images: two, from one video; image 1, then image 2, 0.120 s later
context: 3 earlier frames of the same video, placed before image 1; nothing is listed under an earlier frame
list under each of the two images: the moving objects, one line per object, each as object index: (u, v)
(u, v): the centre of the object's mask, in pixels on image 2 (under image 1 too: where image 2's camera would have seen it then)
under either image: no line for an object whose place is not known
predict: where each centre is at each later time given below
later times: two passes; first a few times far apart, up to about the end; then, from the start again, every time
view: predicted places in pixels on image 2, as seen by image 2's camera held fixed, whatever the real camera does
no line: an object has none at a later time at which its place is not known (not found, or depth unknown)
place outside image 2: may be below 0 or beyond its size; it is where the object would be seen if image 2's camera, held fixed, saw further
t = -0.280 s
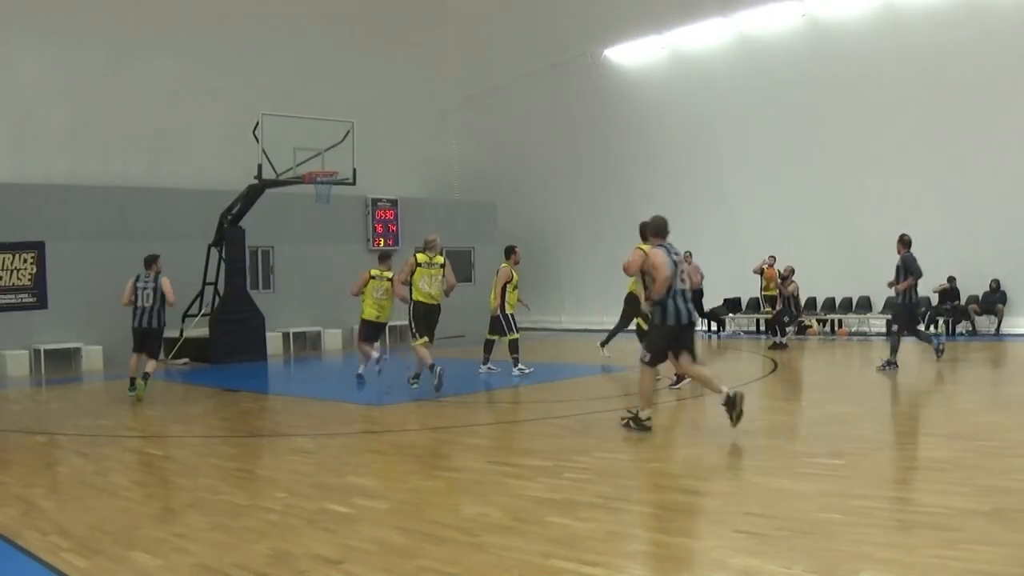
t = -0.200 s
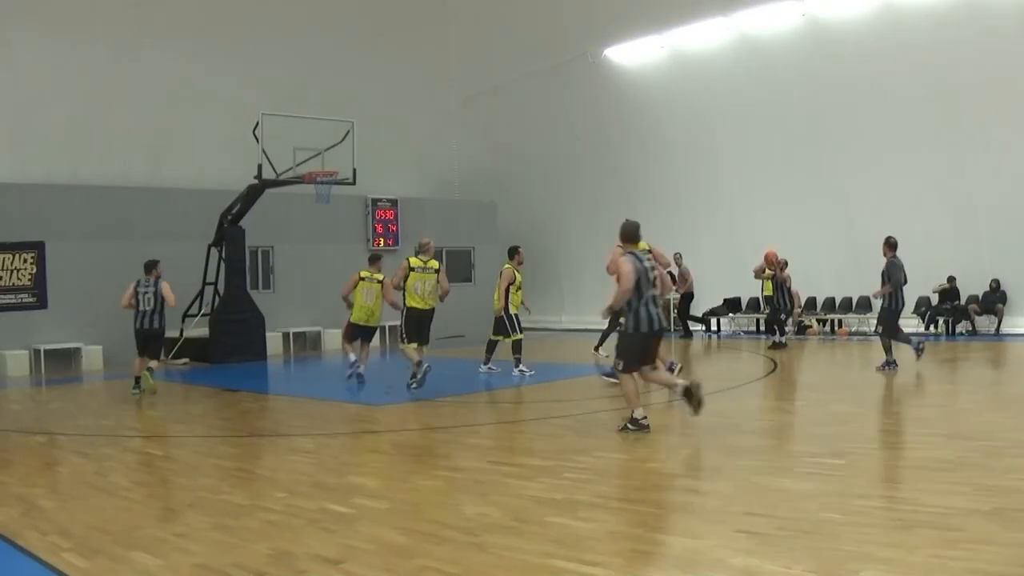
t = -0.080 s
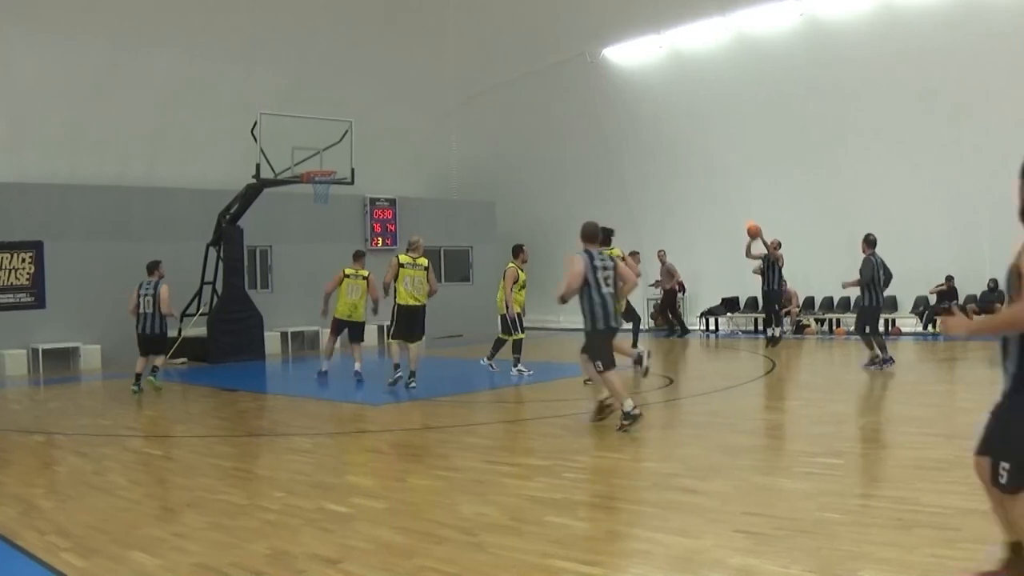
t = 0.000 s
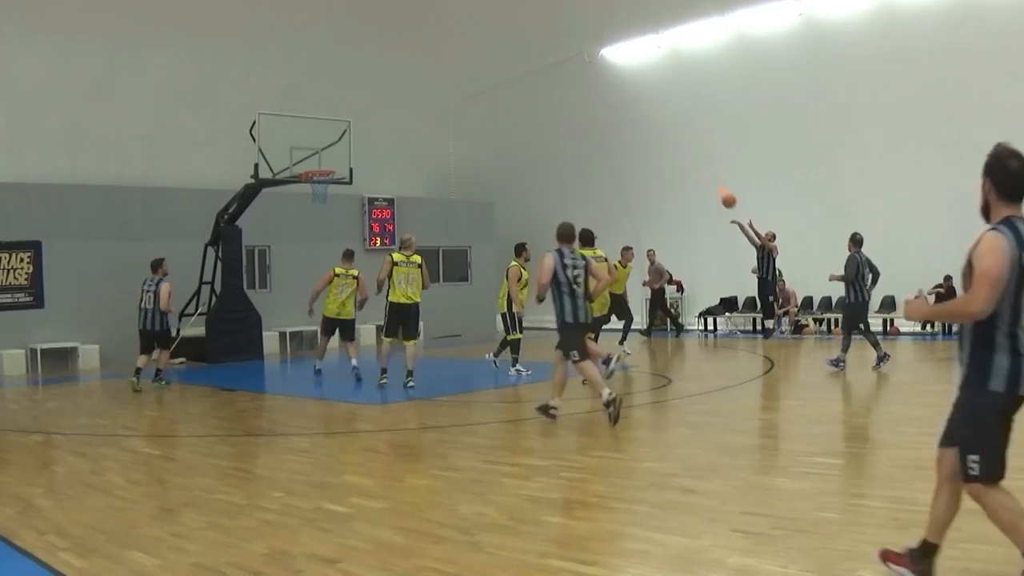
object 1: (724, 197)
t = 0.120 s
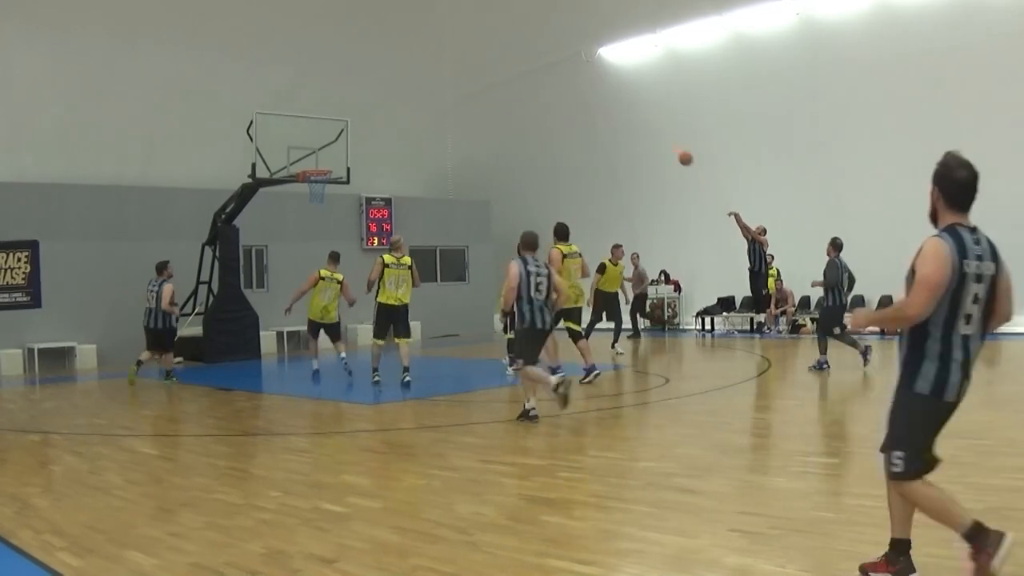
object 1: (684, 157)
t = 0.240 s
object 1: (643, 123)
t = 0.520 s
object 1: (546, 79)
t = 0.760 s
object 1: (466, 79)
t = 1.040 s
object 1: (373, 121)
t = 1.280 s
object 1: (307, 167)
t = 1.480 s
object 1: (328, 159)
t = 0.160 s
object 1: (670, 143)
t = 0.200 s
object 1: (657, 133)
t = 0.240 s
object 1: (643, 123)
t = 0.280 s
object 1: (629, 113)
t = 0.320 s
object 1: (615, 106)
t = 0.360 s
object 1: (601, 98)
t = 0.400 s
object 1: (588, 92)
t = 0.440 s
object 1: (574, 87)
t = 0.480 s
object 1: (561, 82)
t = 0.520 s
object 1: (546, 79)
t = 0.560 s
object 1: (533, 76)
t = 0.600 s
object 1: (520, 75)
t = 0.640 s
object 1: (506, 75)
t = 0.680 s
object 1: (493, 75)
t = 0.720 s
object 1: (479, 76)
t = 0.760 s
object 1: (466, 79)
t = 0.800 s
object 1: (452, 81)
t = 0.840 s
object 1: (439, 86)
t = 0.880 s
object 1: (426, 91)
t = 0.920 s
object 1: (413, 97)
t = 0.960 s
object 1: (400, 104)
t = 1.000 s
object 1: (387, 112)
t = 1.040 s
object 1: (373, 121)
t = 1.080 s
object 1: (360, 131)
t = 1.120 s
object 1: (348, 143)
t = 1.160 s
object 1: (334, 155)
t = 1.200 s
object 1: (321, 165)
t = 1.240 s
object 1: (312, 167)
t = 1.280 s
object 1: (307, 167)
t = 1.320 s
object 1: (311, 164)
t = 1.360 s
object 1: (315, 162)
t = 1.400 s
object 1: (319, 160)
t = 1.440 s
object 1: (324, 159)
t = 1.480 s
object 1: (328, 159)
